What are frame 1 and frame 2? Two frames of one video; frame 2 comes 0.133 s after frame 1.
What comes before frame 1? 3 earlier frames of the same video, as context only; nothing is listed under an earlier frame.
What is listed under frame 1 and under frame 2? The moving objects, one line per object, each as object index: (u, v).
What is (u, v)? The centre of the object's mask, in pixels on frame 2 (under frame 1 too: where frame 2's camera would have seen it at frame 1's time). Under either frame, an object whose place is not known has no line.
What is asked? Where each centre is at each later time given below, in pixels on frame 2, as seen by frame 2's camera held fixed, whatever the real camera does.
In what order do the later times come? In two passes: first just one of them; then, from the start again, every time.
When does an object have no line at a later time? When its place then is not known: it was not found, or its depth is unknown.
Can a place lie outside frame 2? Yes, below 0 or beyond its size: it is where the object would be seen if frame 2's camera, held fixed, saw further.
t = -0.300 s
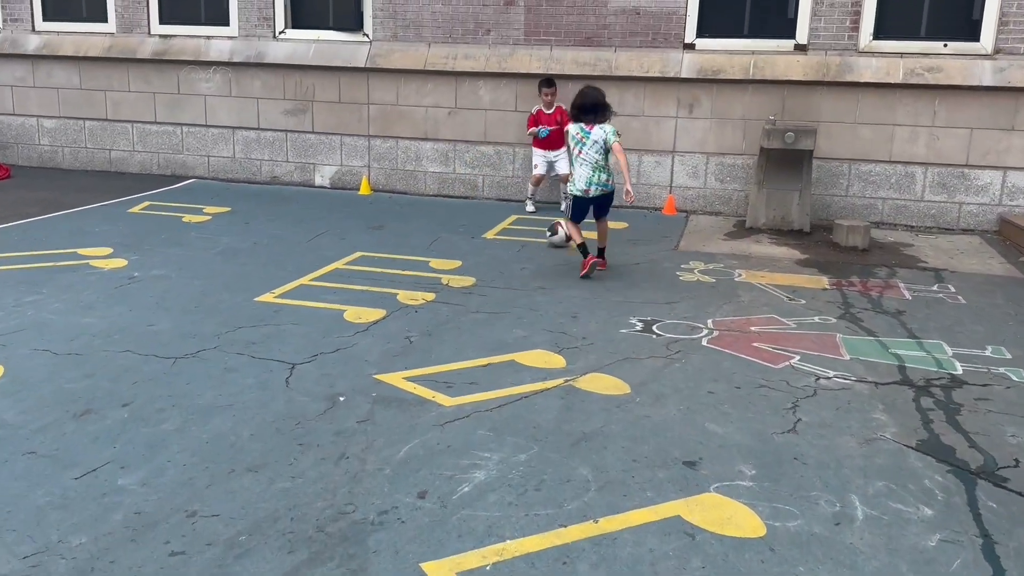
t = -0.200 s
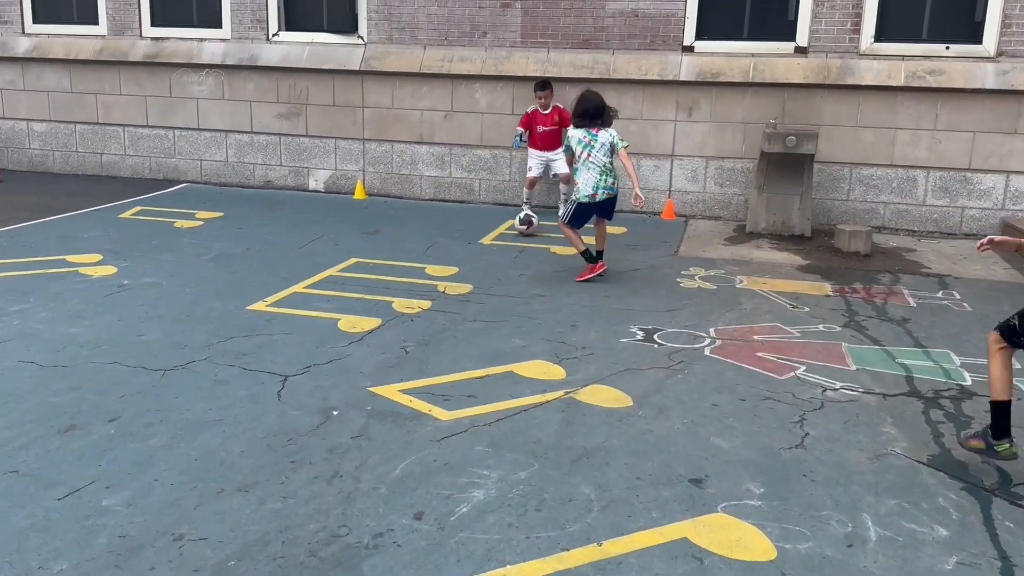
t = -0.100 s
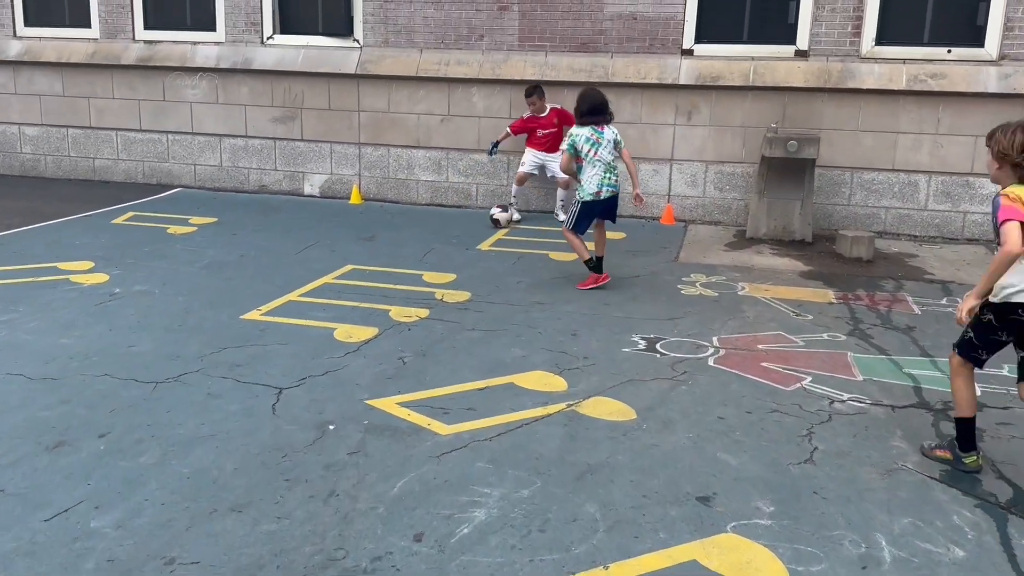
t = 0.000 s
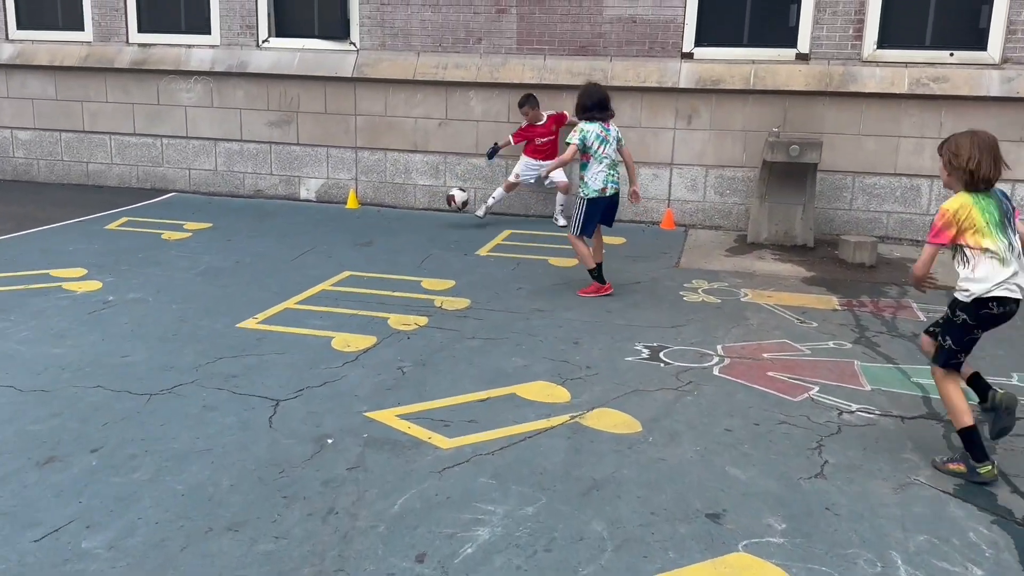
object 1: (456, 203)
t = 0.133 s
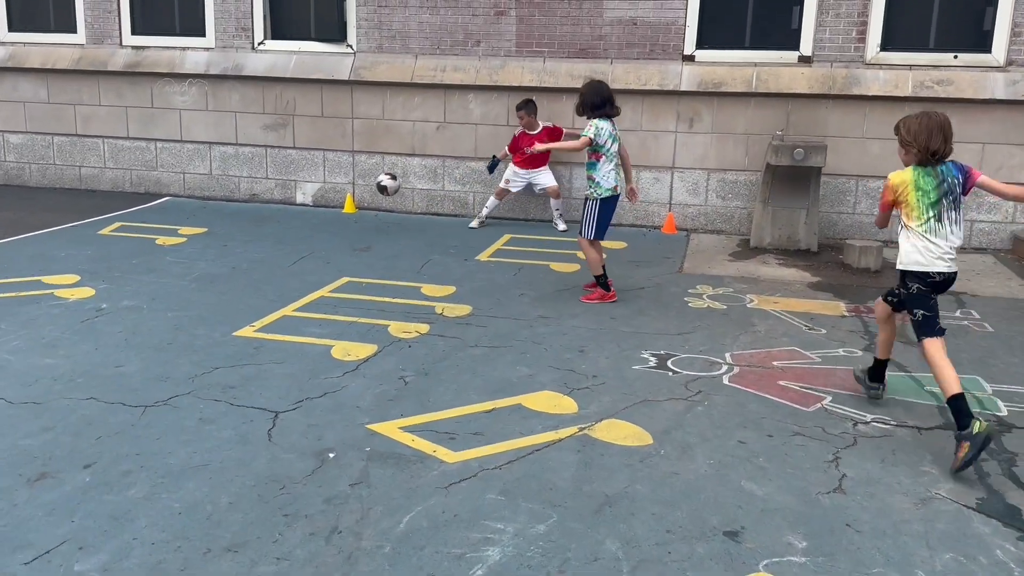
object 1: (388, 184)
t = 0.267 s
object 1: (320, 185)
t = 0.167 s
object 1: (371, 182)
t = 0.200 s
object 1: (354, 183)
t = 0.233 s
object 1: (337, 183)
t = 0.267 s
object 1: (320, 185)
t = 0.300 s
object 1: (303, 188)
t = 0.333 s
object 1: (286, 192)
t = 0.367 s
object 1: (269, 198)
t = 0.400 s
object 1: (251, 205)
